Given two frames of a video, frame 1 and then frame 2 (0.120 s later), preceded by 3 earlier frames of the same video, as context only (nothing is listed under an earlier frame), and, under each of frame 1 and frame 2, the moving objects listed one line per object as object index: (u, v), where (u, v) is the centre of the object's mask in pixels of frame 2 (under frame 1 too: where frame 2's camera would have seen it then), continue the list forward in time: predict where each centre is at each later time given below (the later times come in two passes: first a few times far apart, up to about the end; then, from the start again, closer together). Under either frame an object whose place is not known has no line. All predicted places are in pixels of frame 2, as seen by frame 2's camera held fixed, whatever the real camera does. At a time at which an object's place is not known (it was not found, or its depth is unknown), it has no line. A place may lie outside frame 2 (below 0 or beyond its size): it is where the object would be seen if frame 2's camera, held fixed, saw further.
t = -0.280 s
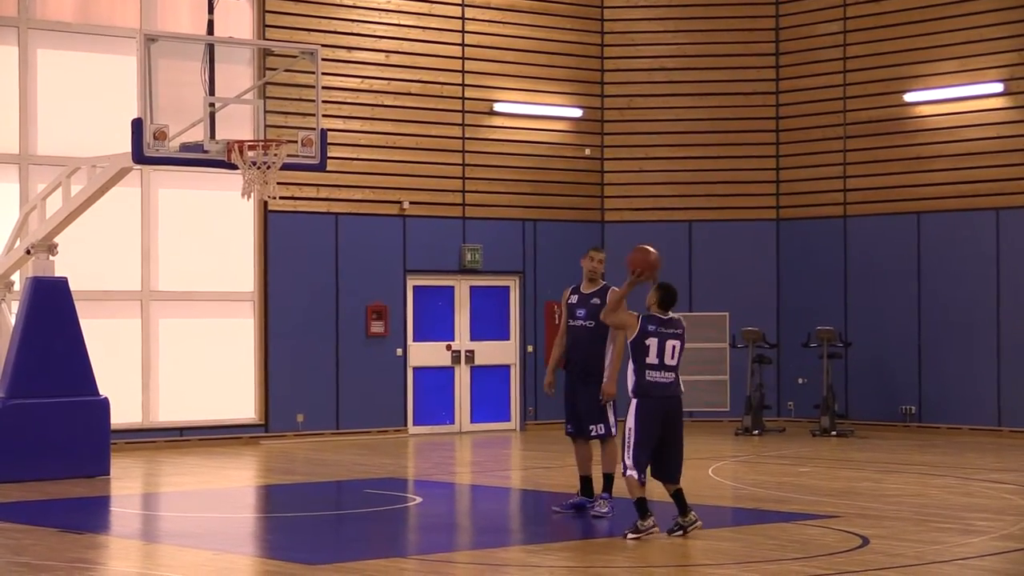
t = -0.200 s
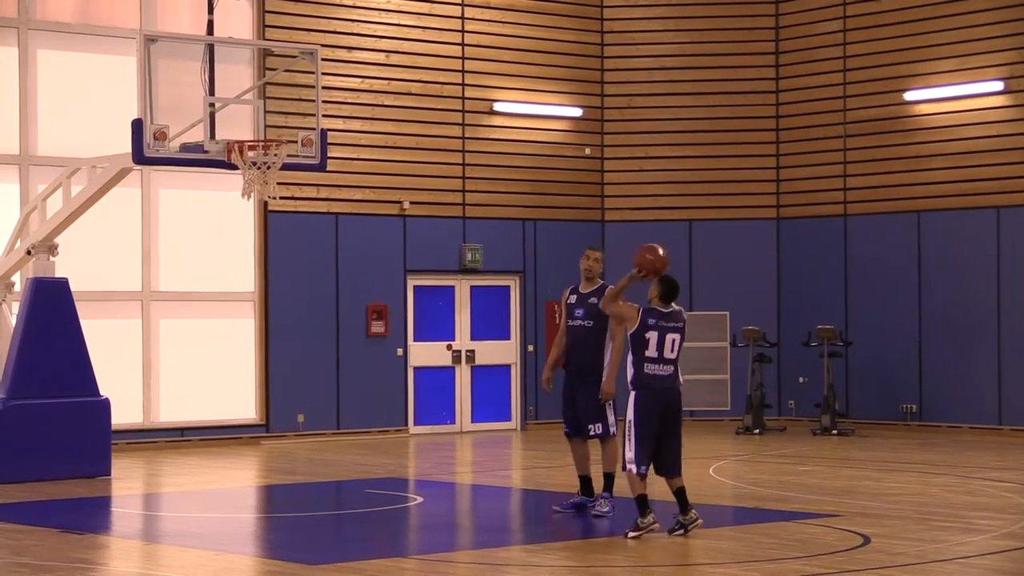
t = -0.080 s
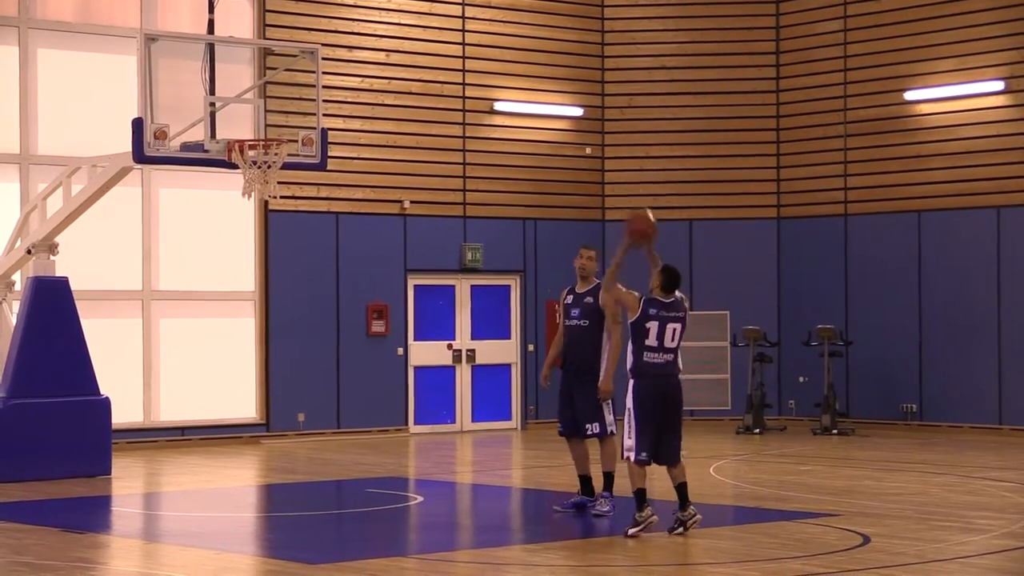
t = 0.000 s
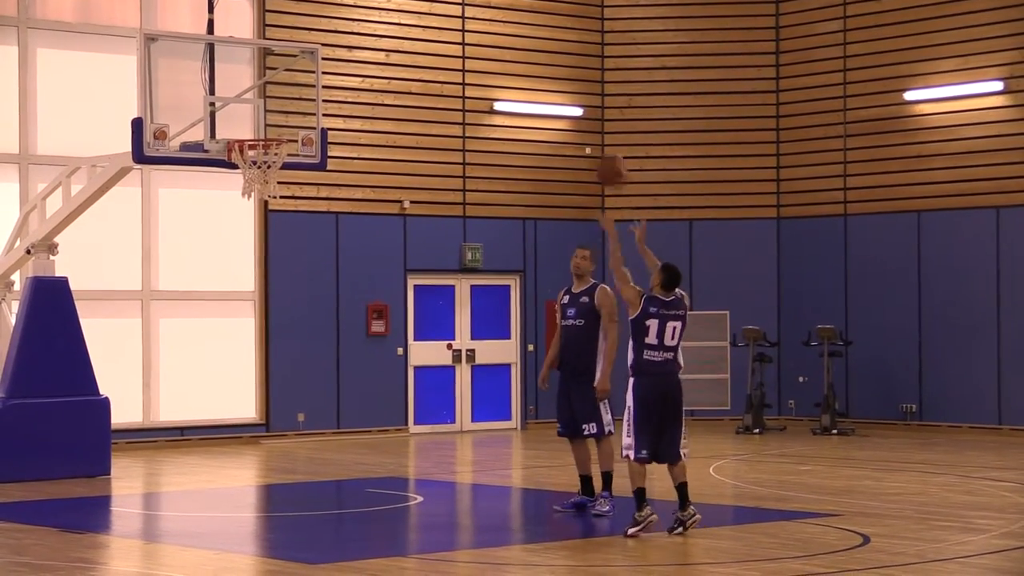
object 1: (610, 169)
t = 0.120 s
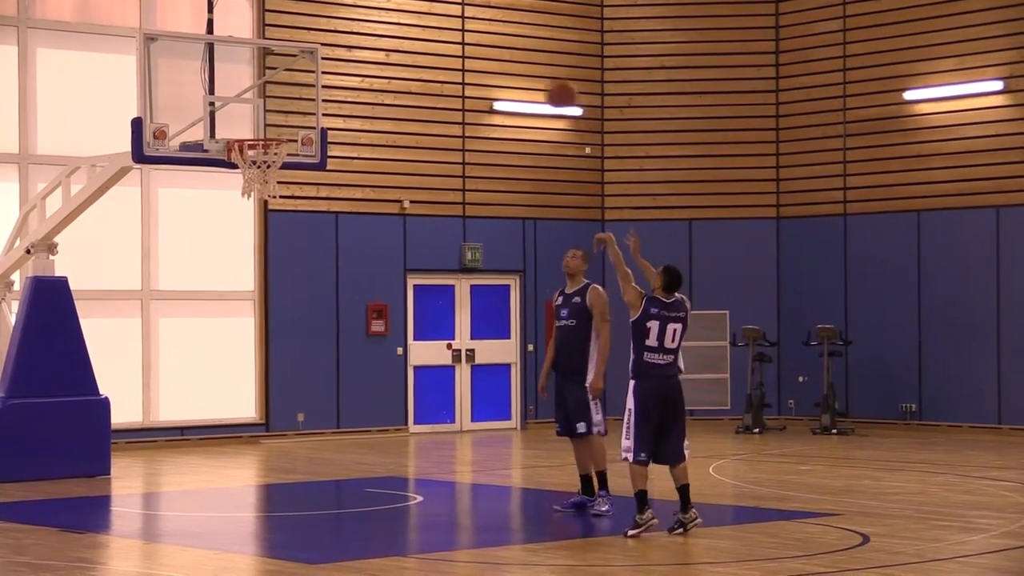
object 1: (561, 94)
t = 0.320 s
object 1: (483, 20)
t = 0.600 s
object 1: (384, 6)
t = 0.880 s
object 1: (293, 79)
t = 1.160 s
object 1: (233, 184)
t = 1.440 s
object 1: (209, 302)
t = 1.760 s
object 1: (189, 450)
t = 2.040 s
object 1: (206, 346)
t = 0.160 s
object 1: (543, 75)
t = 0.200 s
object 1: (528, 56)
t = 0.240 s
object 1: (513, 43)
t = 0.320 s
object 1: (483, 20)
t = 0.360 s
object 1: (468, 11)
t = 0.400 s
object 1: (453, 7)
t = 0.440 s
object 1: (439, 5)
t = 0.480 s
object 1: (425, 4)
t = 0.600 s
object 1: (384, 6)
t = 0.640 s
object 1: (370, 9)
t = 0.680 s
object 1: (357, 16)
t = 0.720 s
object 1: (344, 25)
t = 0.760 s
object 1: (331, 36)
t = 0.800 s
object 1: (318, 49)
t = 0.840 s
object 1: (306, 63)
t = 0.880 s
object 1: (293, 79)
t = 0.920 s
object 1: (281, 97)
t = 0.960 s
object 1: (269, 116)
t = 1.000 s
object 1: (258, 135)
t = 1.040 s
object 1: (244, 158)
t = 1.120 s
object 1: (236, 172)
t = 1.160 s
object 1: (233, 184)
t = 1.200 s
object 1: (230, 195)
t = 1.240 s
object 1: (226, 209)
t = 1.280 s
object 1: (223, 224)
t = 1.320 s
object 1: (219, 241)
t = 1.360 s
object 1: (216, 260)
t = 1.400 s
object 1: (212, 280)
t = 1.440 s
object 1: (209, 302)
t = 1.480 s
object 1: (205, 325)
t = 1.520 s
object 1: (202, 351)
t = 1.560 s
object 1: (198, 378)
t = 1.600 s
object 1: (194, 406)
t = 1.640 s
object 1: (190, 438)
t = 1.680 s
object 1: (186, 470)
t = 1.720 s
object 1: (186, 471)
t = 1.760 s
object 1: (189, 450)
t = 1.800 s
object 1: (191, 429)
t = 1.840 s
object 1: (194, 411)
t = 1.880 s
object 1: (196, 395)
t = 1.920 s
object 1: (198, 380)
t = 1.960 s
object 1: (201, 366)
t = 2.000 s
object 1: (203, 355)
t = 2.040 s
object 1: (206, 346)
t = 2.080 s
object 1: (208, 338)
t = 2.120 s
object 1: (211, 332)
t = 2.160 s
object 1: (214, 328)
